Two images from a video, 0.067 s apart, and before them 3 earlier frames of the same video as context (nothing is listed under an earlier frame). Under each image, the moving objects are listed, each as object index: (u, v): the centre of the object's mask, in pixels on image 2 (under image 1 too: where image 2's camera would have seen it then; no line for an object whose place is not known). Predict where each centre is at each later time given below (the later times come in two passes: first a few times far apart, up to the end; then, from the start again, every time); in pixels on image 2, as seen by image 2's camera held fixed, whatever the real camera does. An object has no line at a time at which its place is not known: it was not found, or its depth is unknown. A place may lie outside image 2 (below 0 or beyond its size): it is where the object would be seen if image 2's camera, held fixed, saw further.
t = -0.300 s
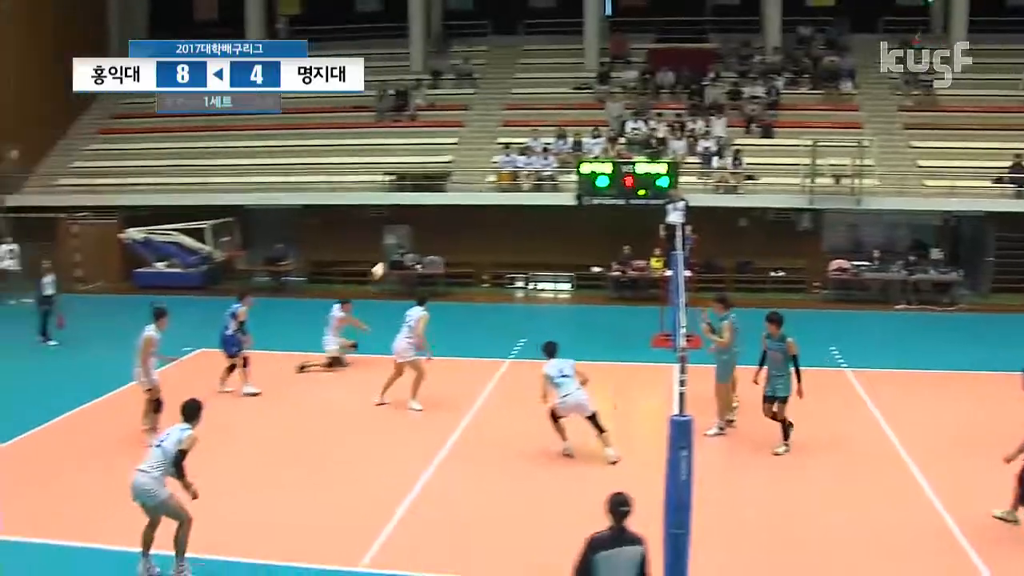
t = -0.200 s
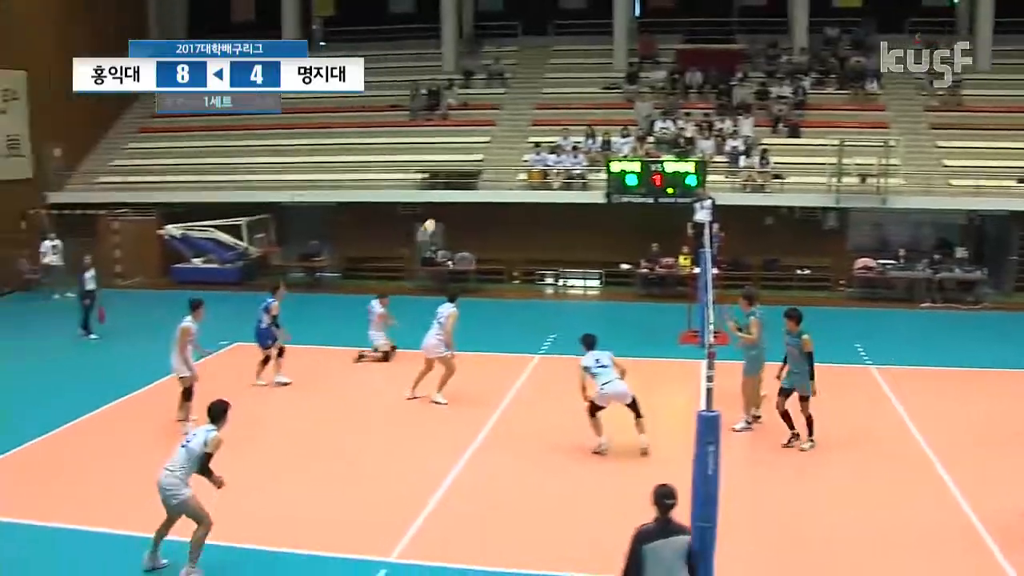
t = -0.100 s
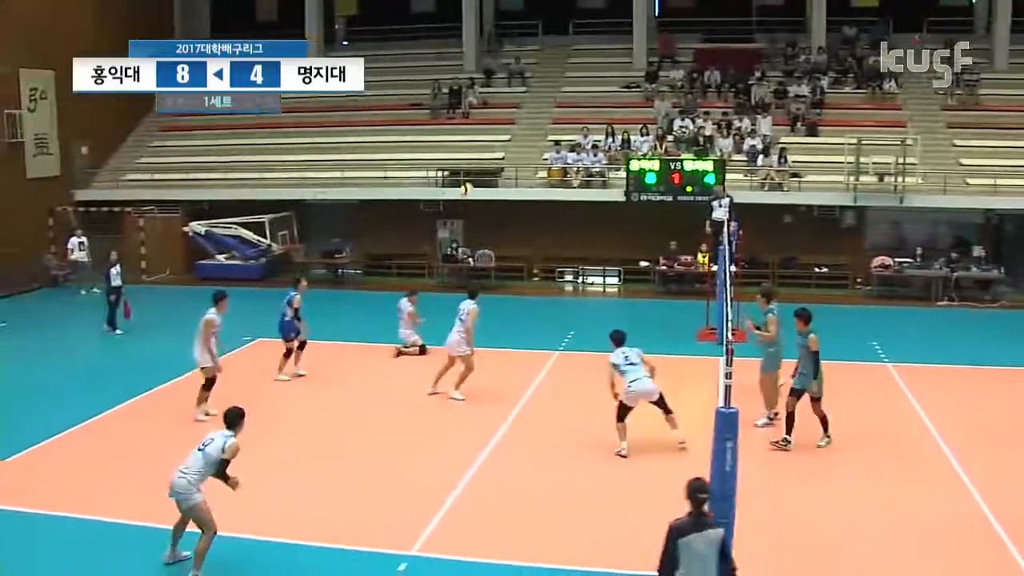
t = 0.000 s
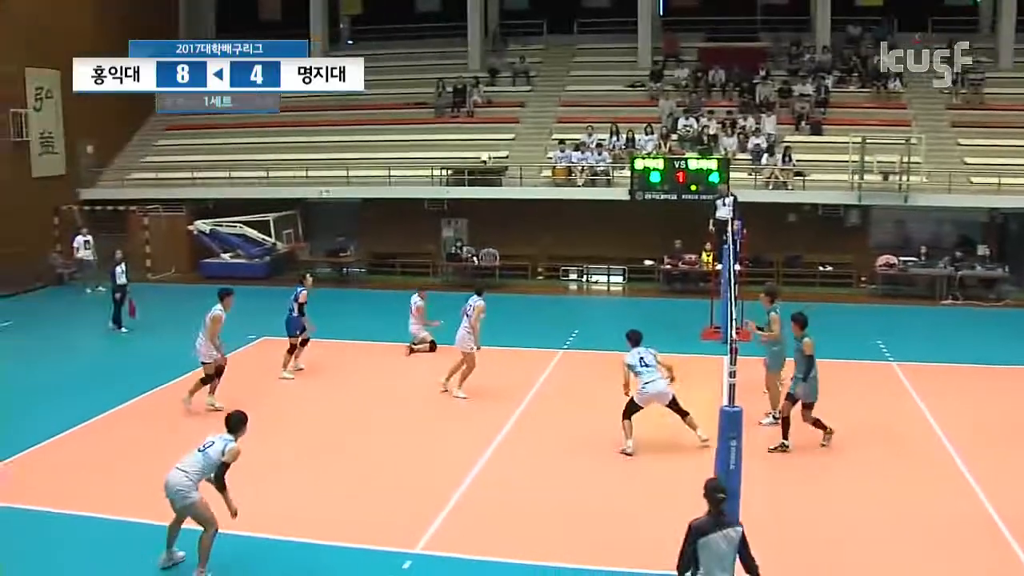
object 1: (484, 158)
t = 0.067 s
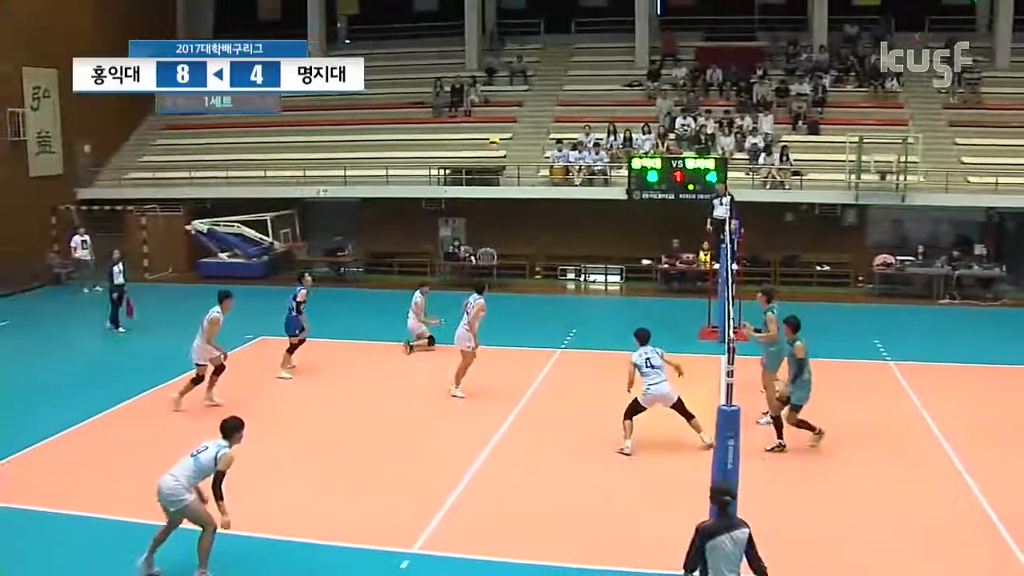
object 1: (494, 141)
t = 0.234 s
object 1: (521, 111)
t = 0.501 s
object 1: (561, 97)
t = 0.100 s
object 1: (500, 134)
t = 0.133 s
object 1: (505, 127)
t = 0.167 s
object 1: (510, 122)
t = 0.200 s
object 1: (515, 116)
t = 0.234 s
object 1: (521, 111)
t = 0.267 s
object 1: (526, 108)
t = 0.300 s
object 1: (531, 103)
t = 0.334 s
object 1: (536, 101)
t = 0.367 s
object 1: (542, 98)
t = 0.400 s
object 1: (546, 98)
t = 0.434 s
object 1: (552, 96)
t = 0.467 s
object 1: (557, 96)
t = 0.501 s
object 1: (561, 97)
